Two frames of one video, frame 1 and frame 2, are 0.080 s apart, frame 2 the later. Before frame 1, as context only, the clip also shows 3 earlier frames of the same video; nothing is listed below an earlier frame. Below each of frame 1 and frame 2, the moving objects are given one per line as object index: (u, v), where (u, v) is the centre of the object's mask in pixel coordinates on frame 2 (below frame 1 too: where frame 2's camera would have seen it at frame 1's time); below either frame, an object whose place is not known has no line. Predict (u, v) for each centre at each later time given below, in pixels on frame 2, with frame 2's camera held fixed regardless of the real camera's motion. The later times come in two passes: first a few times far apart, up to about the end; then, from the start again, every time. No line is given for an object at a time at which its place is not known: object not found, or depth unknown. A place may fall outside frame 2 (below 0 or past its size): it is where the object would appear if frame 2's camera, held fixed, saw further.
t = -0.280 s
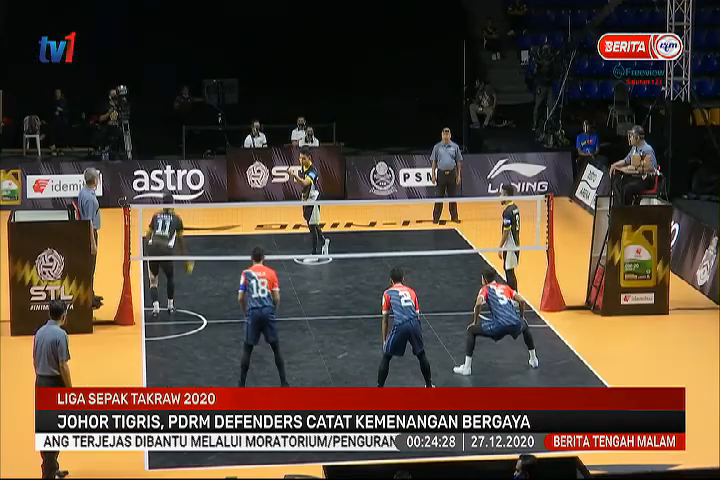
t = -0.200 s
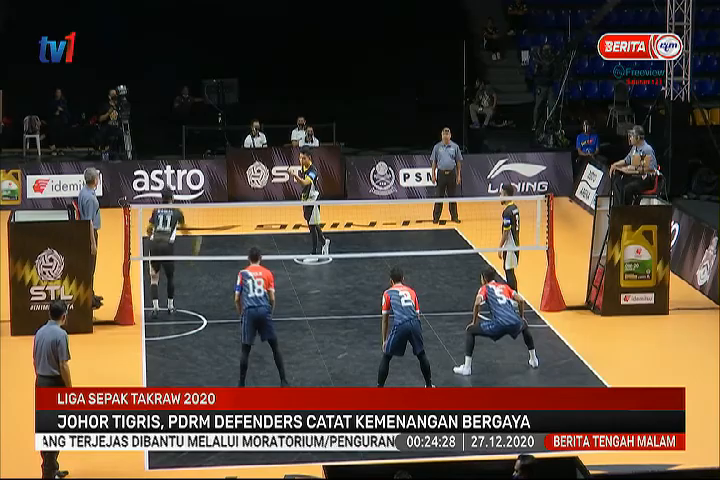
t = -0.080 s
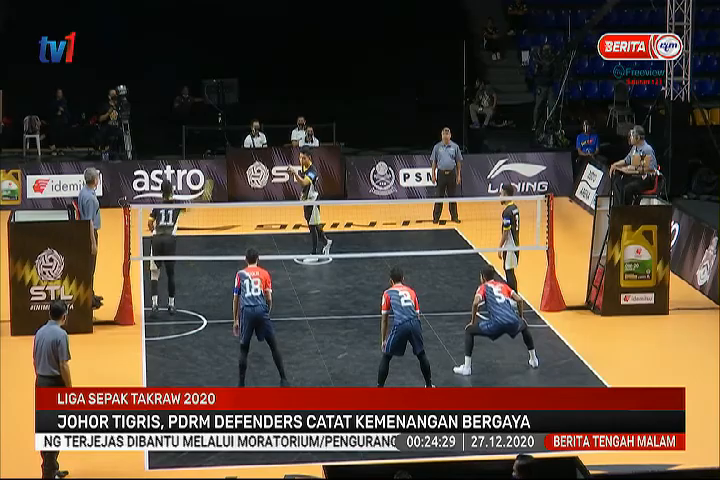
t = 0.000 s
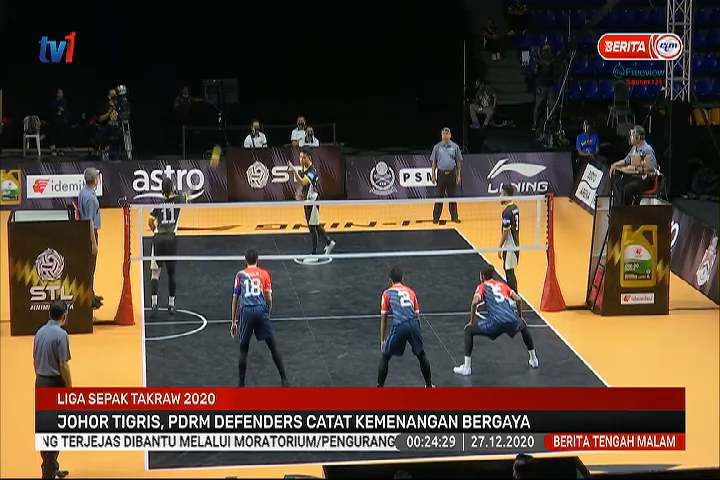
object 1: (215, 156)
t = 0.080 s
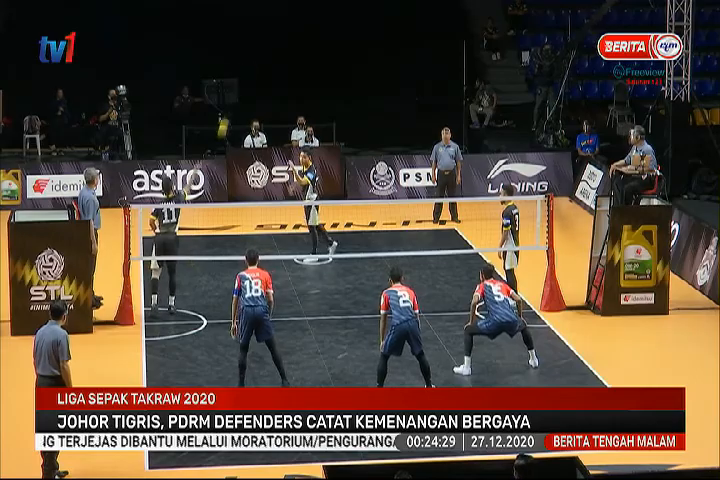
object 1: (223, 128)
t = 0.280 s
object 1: (241, 77)
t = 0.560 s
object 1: (266, 56)
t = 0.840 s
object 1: (290, 89)
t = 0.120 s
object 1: (226, 115)
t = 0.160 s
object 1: (230, 104)
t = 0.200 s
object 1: (234, 94)
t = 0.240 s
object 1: (237, 85)
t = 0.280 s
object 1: (241, 77)
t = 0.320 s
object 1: (245, 71)
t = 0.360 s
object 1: (248, 66)
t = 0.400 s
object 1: (252, 61)
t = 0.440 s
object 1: (256, 58)
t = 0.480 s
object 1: (259, 57)
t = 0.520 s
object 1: (263, 56)
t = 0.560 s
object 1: (266, 56)
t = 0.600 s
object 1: (270, 58)
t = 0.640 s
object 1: (273, 61)
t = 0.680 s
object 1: (277, 64)
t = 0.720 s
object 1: (280, 69)
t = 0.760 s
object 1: (283, 75)
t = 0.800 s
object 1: (287, 82)
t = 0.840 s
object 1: (290, 89)
